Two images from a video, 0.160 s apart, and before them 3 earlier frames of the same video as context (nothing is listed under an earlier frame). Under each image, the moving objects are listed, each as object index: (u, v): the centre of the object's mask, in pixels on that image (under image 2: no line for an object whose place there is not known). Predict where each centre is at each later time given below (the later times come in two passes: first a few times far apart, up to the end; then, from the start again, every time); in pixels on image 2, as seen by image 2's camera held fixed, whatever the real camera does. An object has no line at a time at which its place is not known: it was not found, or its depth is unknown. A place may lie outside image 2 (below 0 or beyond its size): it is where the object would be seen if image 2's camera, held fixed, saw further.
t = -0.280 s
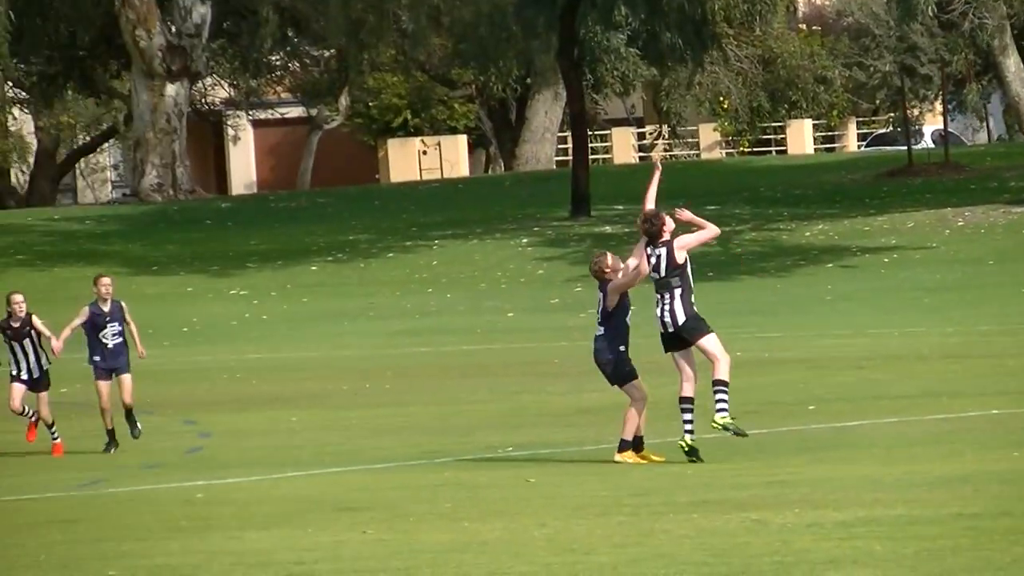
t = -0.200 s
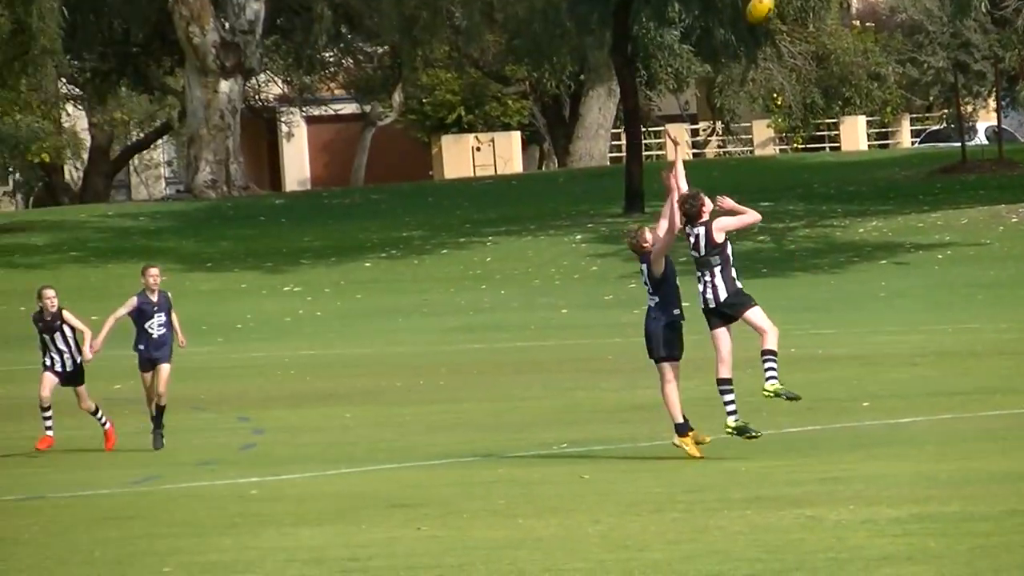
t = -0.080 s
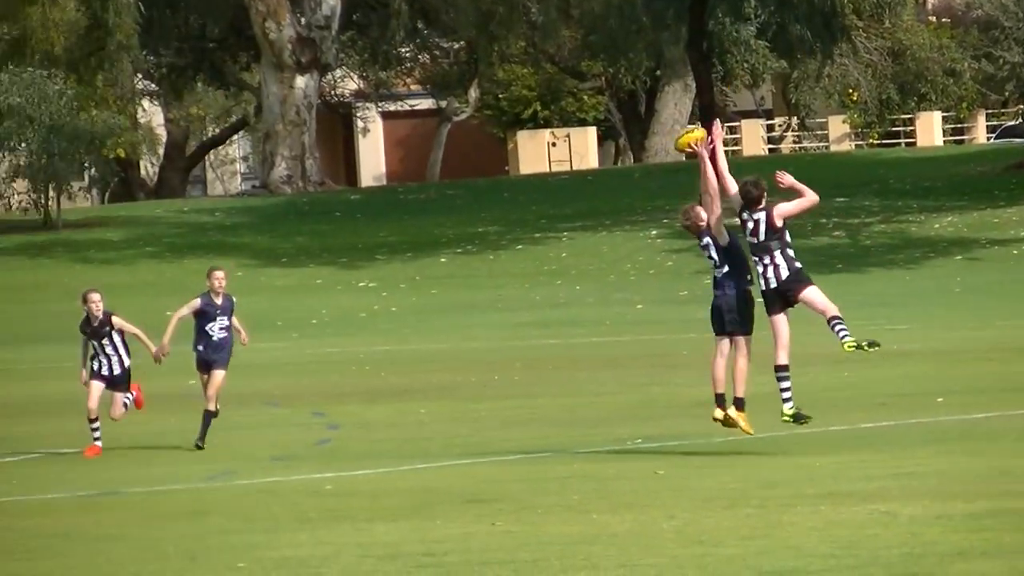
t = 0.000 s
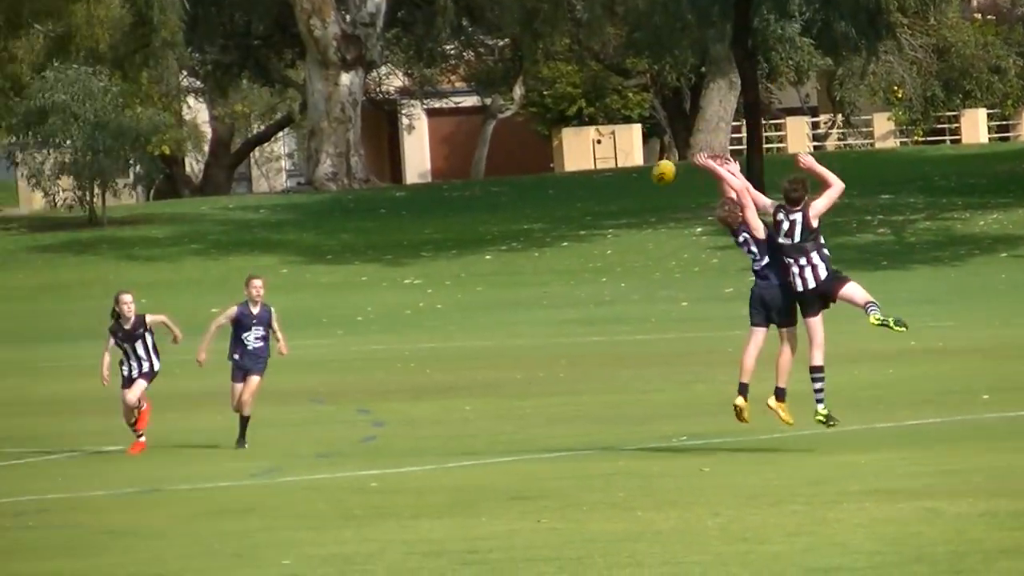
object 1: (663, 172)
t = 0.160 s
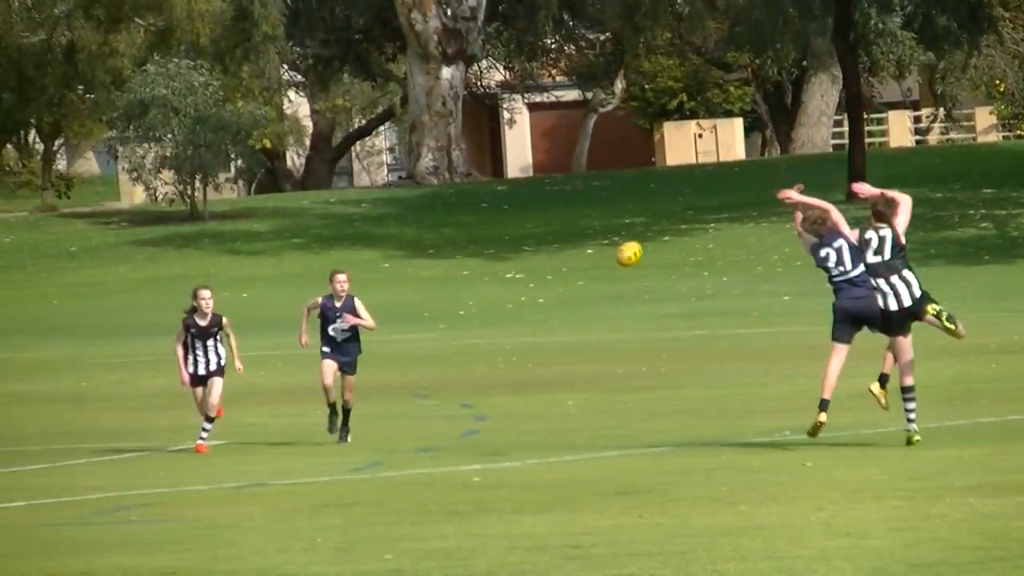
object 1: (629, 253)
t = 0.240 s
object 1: (562, 310)
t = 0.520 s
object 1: (398, 397)
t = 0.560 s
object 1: (389, 377)
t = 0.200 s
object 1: (596, 280)
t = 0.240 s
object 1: (562, 310)
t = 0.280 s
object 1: (530, 341)
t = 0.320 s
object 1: (498, 374)
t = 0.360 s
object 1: (466, 409)
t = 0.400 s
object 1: (434, 446)
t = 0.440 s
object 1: (418, 443)
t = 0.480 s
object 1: (408, 419)
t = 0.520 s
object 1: (398, 397)
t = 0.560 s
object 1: (389, 377)
